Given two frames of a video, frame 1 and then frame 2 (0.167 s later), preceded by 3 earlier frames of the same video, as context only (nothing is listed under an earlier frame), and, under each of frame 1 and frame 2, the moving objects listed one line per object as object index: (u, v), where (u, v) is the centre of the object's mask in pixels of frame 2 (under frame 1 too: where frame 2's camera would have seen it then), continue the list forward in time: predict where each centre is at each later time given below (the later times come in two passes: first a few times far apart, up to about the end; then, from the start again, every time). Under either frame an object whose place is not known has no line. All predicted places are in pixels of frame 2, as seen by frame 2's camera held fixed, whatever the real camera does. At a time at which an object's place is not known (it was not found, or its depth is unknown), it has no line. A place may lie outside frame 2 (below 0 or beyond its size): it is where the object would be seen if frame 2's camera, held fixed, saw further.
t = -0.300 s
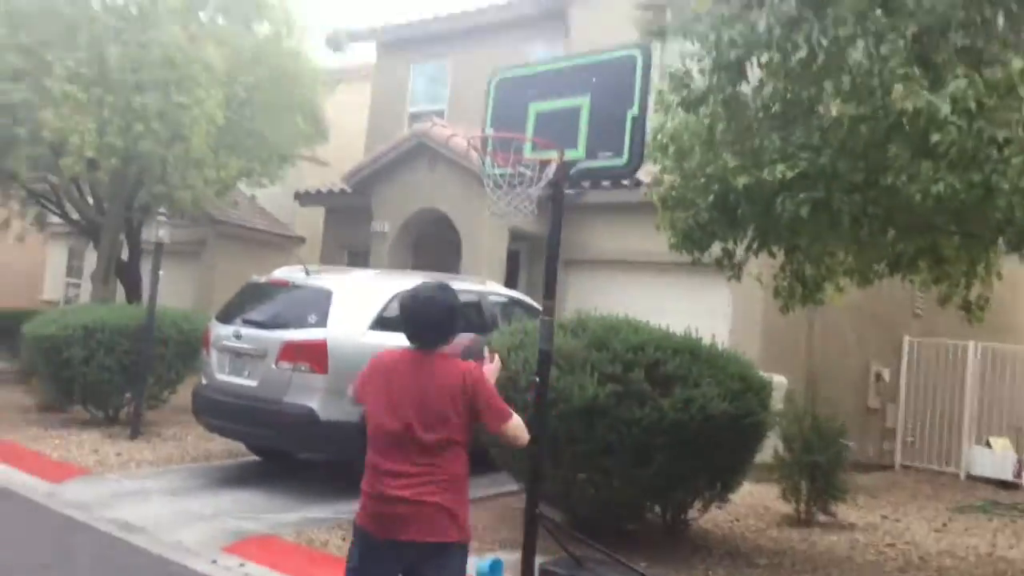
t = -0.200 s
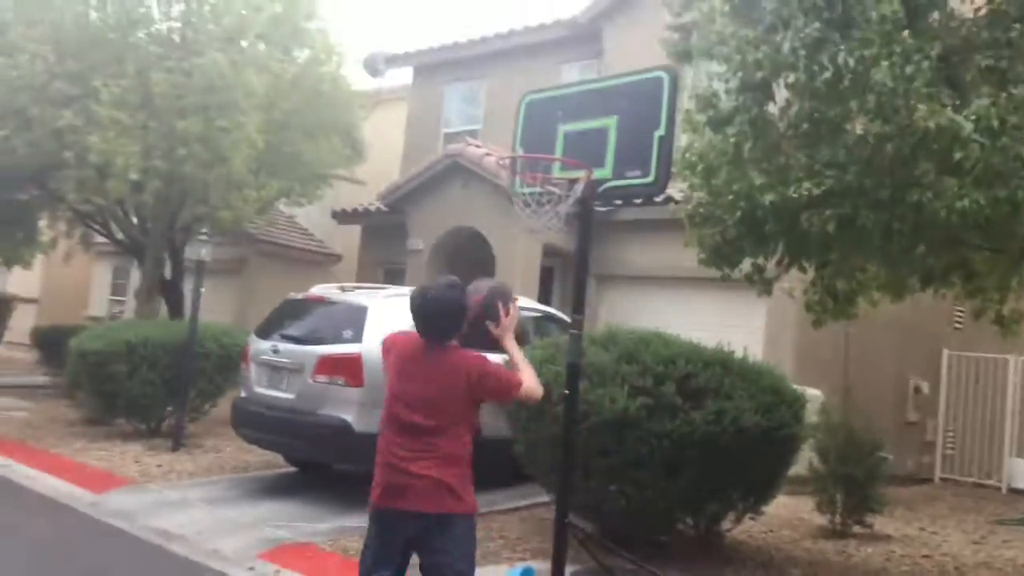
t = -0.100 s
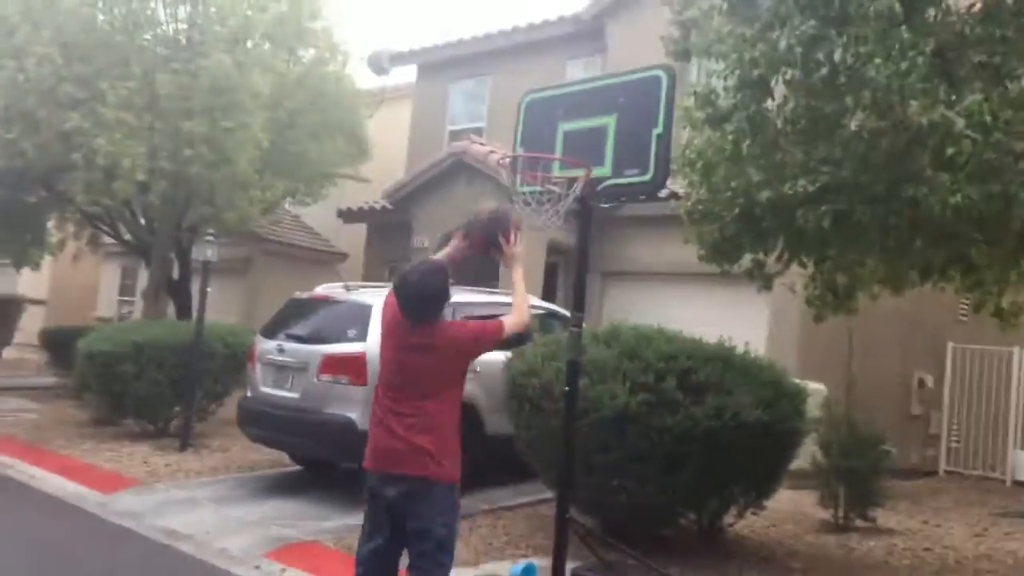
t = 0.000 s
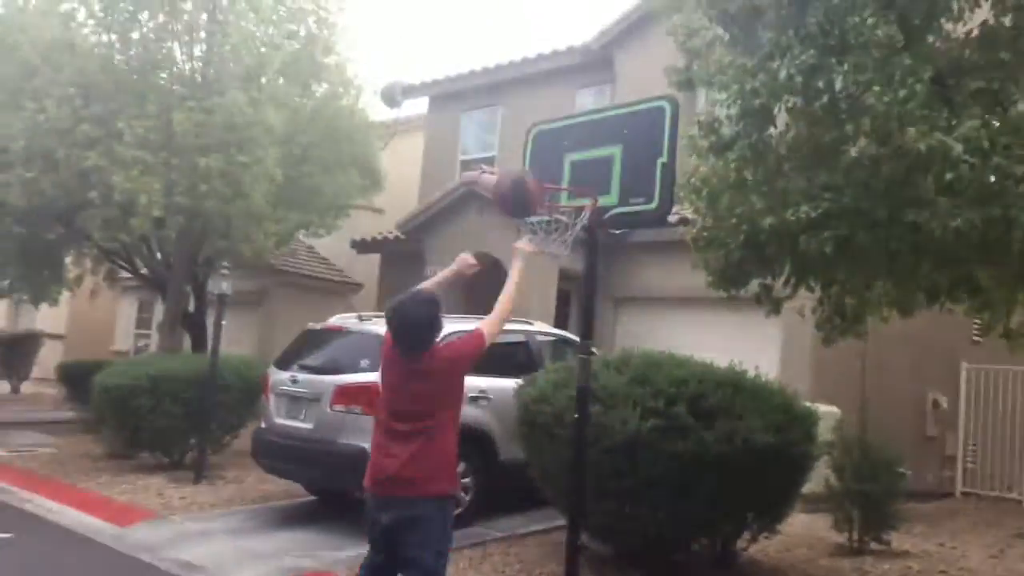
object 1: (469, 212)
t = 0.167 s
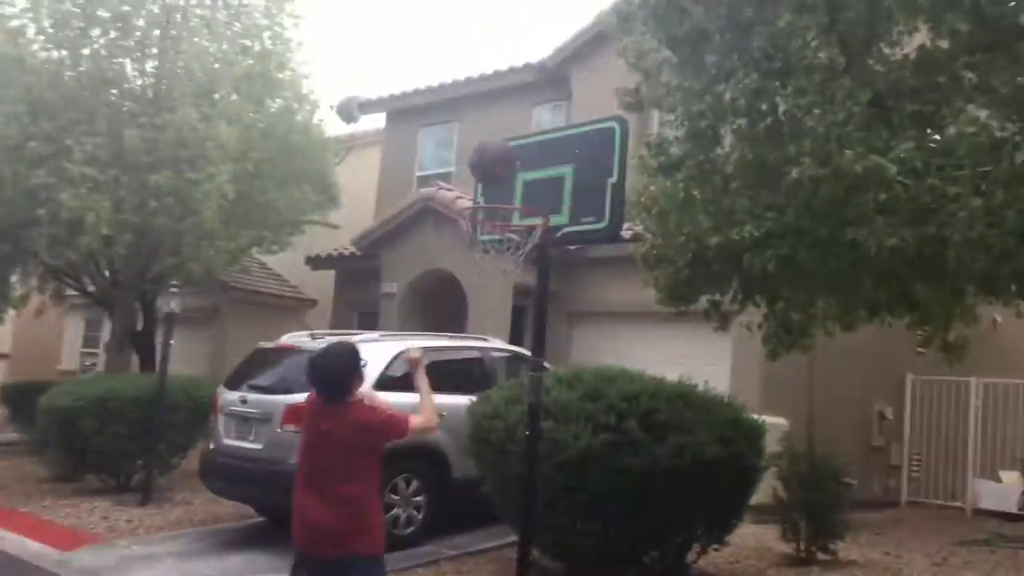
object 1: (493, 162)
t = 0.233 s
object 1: (498, 158)
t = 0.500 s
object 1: (509, 195)
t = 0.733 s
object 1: (471, 195)
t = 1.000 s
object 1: (463, 184)
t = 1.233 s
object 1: (445, 201)
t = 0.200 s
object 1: (495, 159)
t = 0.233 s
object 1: (498, 158)
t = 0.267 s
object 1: (501, 160)
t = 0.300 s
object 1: (504, 163)
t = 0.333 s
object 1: (506, 168)
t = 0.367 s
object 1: (508, 176)
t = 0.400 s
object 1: (509, 185)
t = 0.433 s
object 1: (511, 192)
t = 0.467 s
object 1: (510, 197)
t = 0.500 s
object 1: (509, 195)
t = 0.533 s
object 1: (501, 190)
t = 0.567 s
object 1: (497, 189)
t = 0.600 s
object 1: (493, 188)
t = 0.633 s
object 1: (488, 188)
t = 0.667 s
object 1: (482, 189)
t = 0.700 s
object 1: (476, 192)
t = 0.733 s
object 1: (471, 195)
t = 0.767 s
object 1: (470, 191)
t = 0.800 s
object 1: (469, 189)
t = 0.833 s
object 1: (469, 188)
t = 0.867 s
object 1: (467, 187)
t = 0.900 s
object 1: (465, 188)
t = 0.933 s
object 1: (464, 189)
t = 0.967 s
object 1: (464, 187)
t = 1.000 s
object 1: (463, 184)
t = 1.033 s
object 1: (461, 183)
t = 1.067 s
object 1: (459, 183)
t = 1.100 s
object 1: (457, 185)
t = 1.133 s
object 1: (455, 189)
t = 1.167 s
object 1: (453, 191)
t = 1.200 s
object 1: (449, 196)
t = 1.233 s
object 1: (445, 201)
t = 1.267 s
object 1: (441, 211)
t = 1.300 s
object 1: (436, 223)
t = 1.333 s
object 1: (433, 235)
